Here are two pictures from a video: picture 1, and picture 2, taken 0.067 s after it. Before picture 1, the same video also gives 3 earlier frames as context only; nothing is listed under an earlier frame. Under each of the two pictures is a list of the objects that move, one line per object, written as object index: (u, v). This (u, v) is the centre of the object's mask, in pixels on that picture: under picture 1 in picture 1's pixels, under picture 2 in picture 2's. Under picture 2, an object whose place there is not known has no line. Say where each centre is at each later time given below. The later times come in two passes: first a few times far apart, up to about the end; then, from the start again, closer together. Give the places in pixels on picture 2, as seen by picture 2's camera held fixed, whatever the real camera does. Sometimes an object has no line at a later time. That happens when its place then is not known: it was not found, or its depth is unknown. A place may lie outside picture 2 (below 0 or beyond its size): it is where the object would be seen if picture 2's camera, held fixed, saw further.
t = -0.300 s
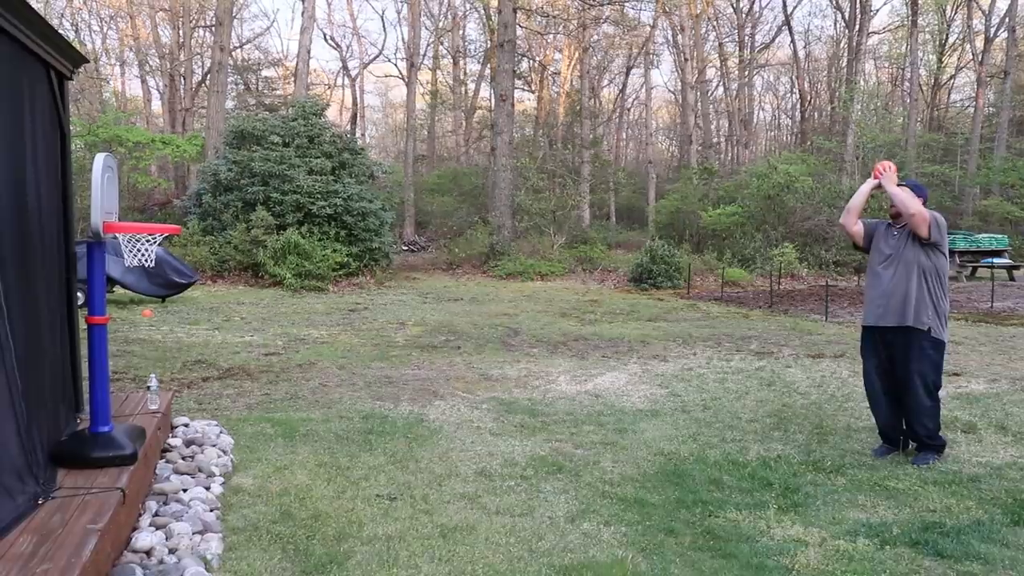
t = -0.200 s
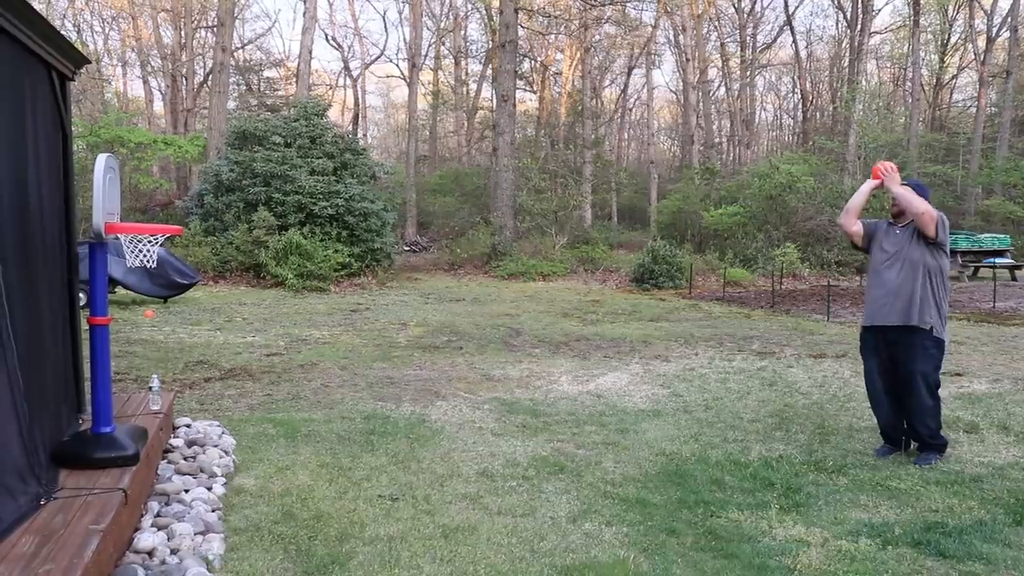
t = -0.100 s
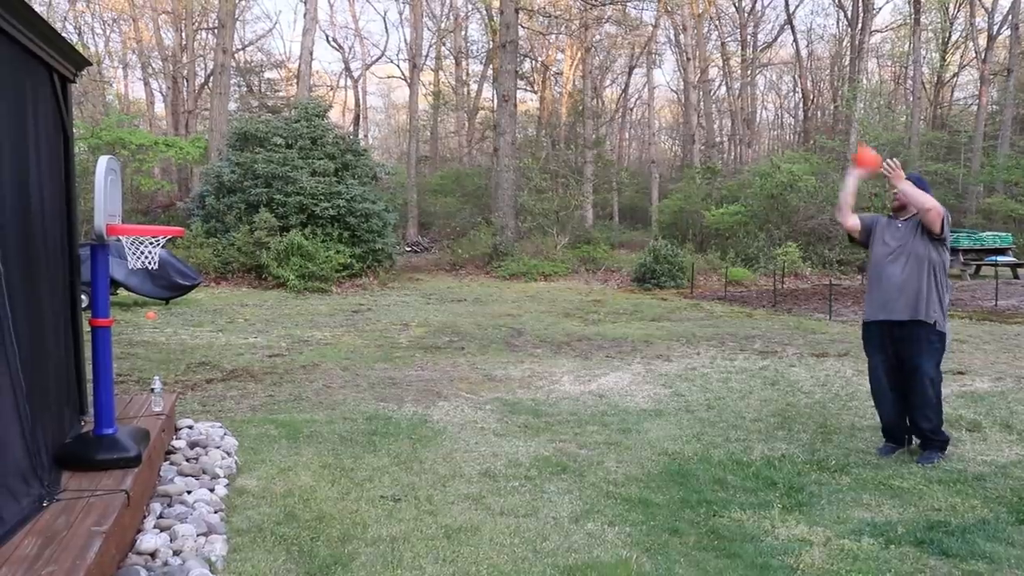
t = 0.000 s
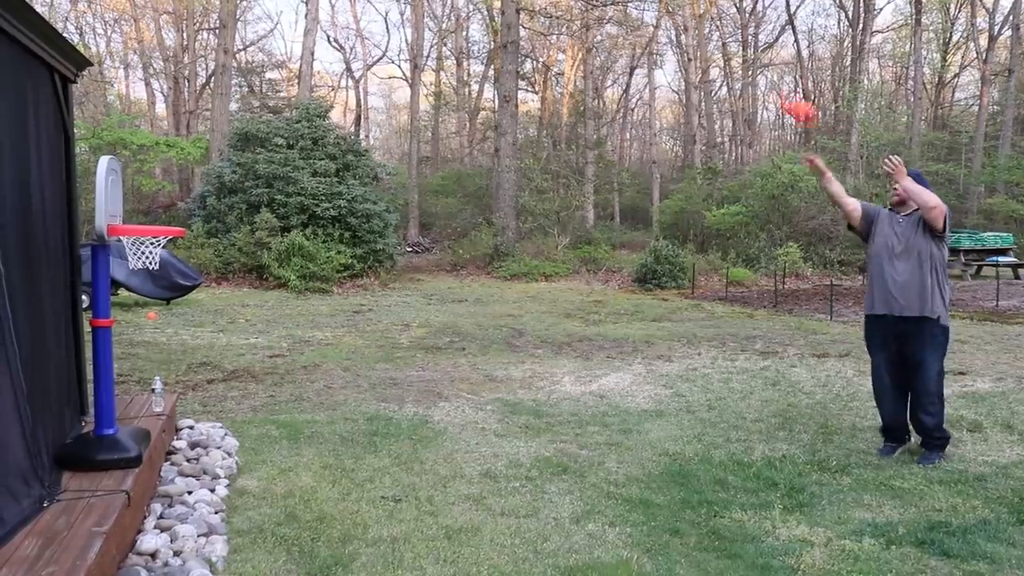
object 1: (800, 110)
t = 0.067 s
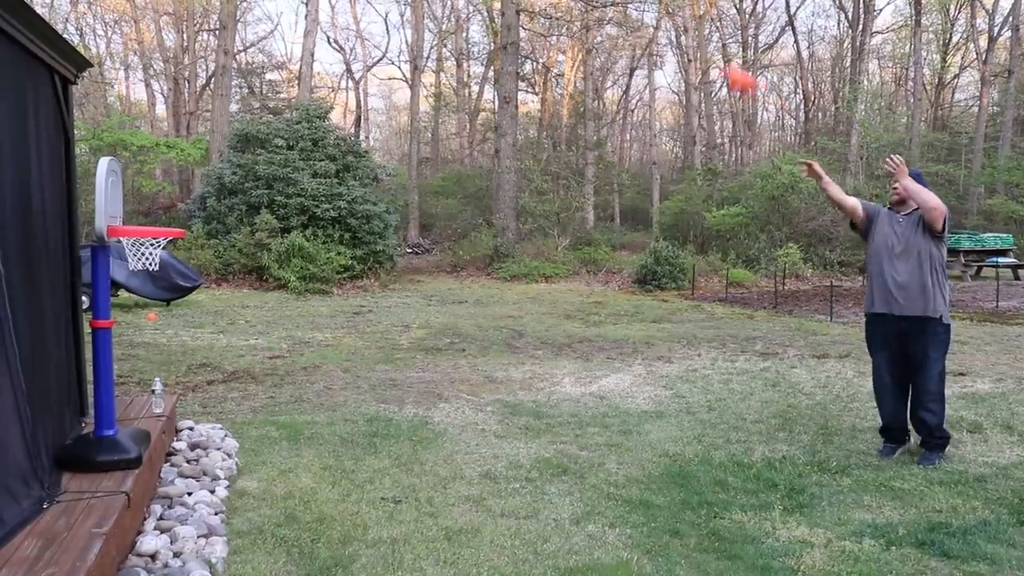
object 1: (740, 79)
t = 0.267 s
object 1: (549, 31)
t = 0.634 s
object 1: (146, 146)
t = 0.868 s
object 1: (190, 177)
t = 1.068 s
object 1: (237, 159)
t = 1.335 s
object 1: (300, 253)
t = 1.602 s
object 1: (359, 465)
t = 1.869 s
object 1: (398, 376)
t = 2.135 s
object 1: (436, 369)
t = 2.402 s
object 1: (474, 440)
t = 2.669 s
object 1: (505, 407)
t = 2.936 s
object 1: (532, 417)
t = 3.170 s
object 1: (554, 419)
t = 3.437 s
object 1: (573, 408)
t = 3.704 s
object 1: (590, 403)
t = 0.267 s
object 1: (549, 31)
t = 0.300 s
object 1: (516, 30)
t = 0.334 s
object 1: (484, 31)
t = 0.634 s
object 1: (146, 146)
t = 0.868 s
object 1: (190, 177)
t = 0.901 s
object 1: (198, 168)
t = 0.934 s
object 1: (206, 162)
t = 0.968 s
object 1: (214, 158)
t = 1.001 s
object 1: (222, 156)
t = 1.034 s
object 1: (229, 157)
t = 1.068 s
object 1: (237, 159)
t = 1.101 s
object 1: (245, 164)
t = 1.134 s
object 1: (253, 171)
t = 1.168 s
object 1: (261, 180)
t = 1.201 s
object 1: (268, 191)
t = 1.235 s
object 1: (276, 203)
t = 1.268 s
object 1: (283, 216)
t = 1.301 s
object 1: (292, 233)
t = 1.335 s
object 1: (300, 253)
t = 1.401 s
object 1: (316, 295)
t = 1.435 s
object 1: (323, 321)
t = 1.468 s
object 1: (331, 346)
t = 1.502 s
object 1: (339, 374)
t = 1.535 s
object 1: (345, 402)
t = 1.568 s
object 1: (352, 432)
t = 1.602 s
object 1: (359, 465)
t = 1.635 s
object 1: (365, 480)
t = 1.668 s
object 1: (370, 460)
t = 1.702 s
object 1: (374, 440)
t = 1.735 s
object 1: (379, 423)
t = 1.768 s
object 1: (384, 408)
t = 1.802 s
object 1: (389, 395)
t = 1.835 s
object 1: (394, 385)
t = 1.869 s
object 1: (398, 376)
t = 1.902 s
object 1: (403, 369)
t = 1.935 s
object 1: (408, 364)
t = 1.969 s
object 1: (412, 361)
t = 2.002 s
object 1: (417, 359)
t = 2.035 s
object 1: (421, 359)
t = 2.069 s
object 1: (426, 361)
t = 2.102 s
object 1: (432, 364)
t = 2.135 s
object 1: (436, 369)
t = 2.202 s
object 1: (446, 388)
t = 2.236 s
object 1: (451, 397)
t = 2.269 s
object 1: (457, 408)
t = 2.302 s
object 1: (462, 423)
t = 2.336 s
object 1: (465, 439)
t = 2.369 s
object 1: (469, 449)
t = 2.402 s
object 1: (474, 440)
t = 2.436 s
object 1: (477, 428)
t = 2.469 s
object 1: (481, 421)
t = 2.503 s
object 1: (486, 413)
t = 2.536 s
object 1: (490, 408)
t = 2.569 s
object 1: (494, 406)
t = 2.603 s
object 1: (498, 405)
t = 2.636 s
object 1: (502, 406)
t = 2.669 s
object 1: (505, 407)
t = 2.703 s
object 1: (509, 410)
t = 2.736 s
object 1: (513, 415)
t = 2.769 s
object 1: (516, 421)
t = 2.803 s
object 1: (519, 428)
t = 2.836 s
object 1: (522, 427)
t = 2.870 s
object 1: (526, 422)
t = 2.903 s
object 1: (530, 419)
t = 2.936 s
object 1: (532, 417)
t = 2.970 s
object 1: (534, 417)
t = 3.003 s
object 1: (539, 419)
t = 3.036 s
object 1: (542, 420)
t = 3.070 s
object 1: (544, 421)
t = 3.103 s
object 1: (548, 421)
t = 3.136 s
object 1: (551, 420)
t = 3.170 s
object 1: (554, 419)
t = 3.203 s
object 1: (558, 416)
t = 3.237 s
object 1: (559, 415)
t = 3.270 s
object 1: (562, 414)
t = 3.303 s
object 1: (564, 413)
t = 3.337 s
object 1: (566, 412)
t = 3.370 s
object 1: (568, 410)
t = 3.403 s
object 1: (571, 408)
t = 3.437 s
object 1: (573, 408)
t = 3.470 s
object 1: (575, 407)
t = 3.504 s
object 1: (577, 407)
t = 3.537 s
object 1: (580, 407)
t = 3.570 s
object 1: (581, 406)
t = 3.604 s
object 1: (584, 406)
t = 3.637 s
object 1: (586, 406)
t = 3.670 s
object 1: (587, 405)
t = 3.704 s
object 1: (590, 403)
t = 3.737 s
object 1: (591, 403)
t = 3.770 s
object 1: (592, 403)
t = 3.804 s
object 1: (593, 402)
